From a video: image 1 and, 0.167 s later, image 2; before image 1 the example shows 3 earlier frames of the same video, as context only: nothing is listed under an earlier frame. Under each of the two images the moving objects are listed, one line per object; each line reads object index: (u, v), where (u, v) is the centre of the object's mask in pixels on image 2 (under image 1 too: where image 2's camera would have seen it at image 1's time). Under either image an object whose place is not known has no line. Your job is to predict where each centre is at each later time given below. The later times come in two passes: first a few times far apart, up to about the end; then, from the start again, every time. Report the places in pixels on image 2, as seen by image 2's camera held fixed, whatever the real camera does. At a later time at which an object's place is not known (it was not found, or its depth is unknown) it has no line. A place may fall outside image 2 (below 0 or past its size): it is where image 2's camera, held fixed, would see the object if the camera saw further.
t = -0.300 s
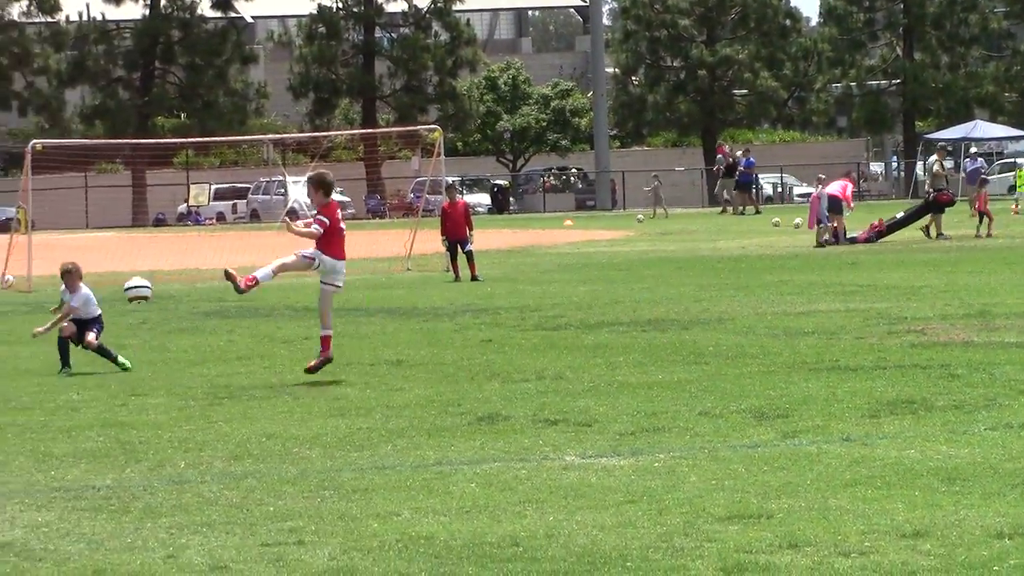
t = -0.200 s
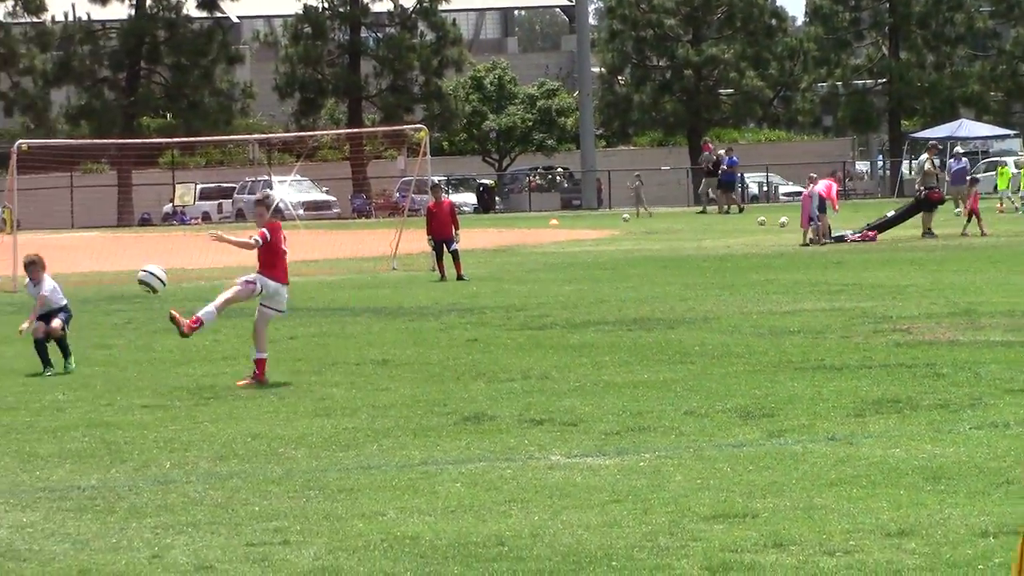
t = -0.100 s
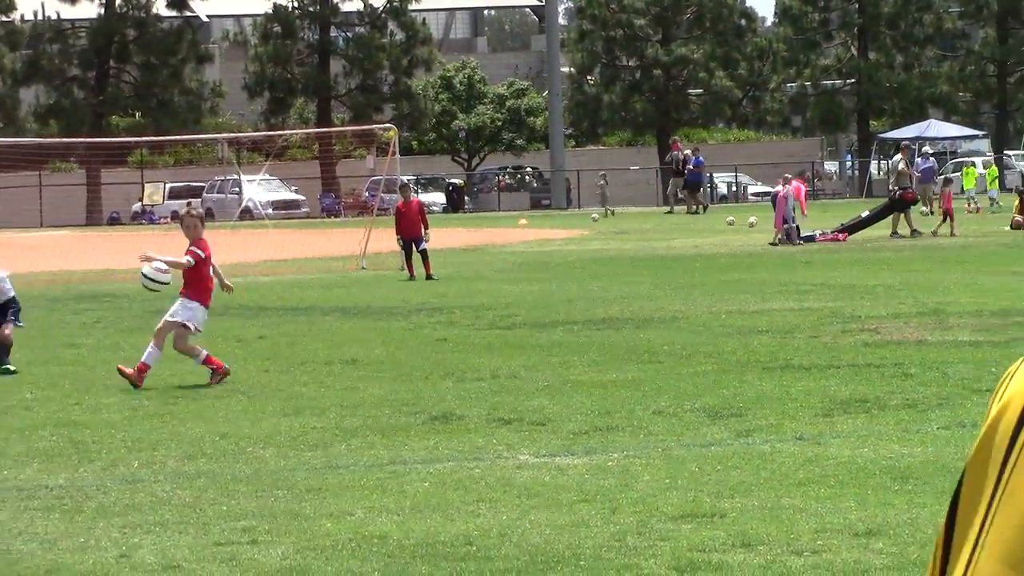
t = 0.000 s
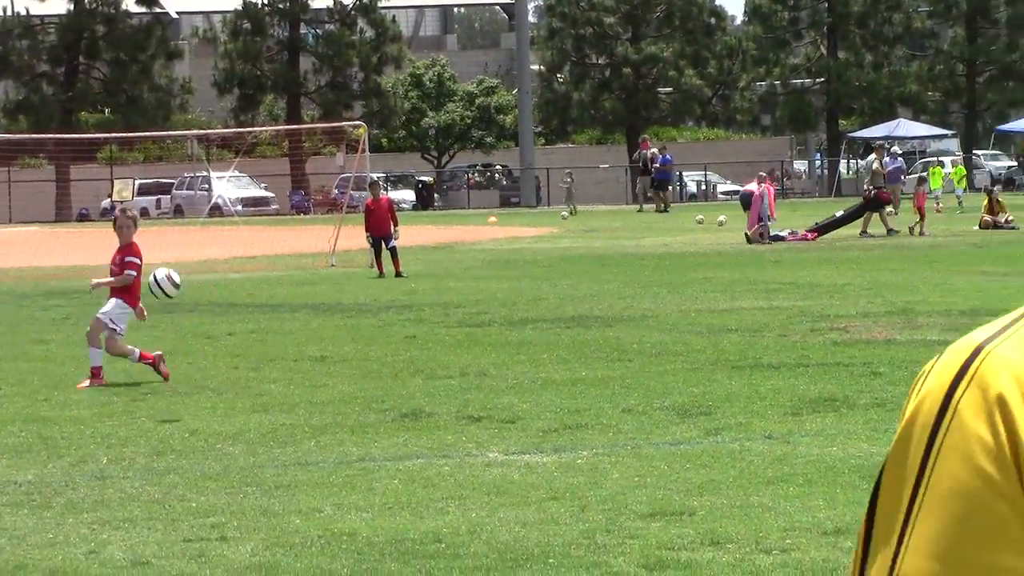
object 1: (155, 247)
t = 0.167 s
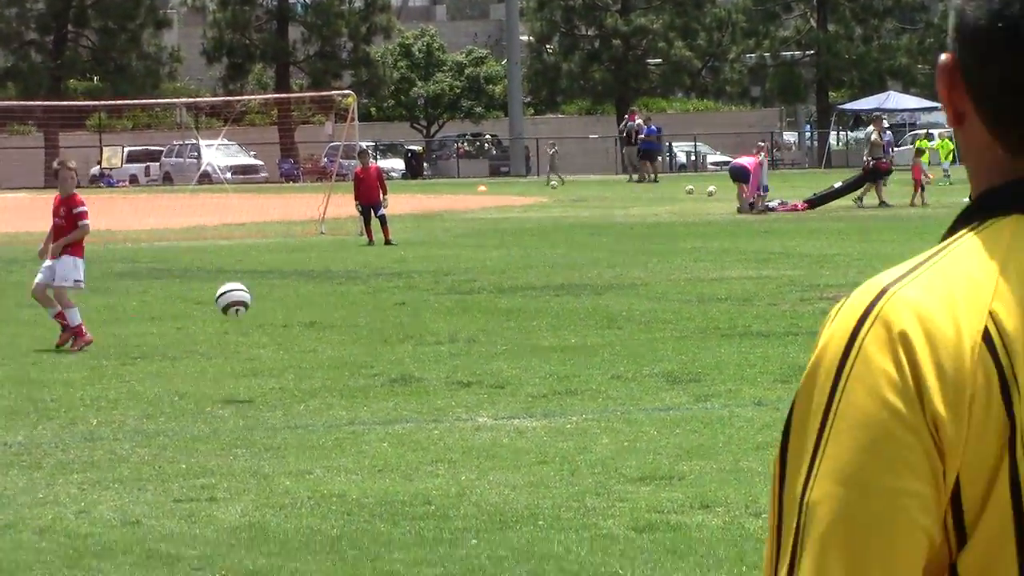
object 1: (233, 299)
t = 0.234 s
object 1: (269, 330)
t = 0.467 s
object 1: (402, 389)
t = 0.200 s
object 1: (251, 313)
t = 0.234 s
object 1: (269, 330)
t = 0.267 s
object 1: (289, 349)
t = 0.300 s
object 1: (309, 370)
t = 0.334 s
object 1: (331, 392)
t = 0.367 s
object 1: (352, 411)
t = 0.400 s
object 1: (369, 403)
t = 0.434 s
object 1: (385, 395)
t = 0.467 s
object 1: (402, 389)
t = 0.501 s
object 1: (420, 385)
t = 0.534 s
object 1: (437, 383)
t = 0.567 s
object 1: (457, 384)
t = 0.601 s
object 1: (476, 387)
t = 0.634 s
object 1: (497, 392)
